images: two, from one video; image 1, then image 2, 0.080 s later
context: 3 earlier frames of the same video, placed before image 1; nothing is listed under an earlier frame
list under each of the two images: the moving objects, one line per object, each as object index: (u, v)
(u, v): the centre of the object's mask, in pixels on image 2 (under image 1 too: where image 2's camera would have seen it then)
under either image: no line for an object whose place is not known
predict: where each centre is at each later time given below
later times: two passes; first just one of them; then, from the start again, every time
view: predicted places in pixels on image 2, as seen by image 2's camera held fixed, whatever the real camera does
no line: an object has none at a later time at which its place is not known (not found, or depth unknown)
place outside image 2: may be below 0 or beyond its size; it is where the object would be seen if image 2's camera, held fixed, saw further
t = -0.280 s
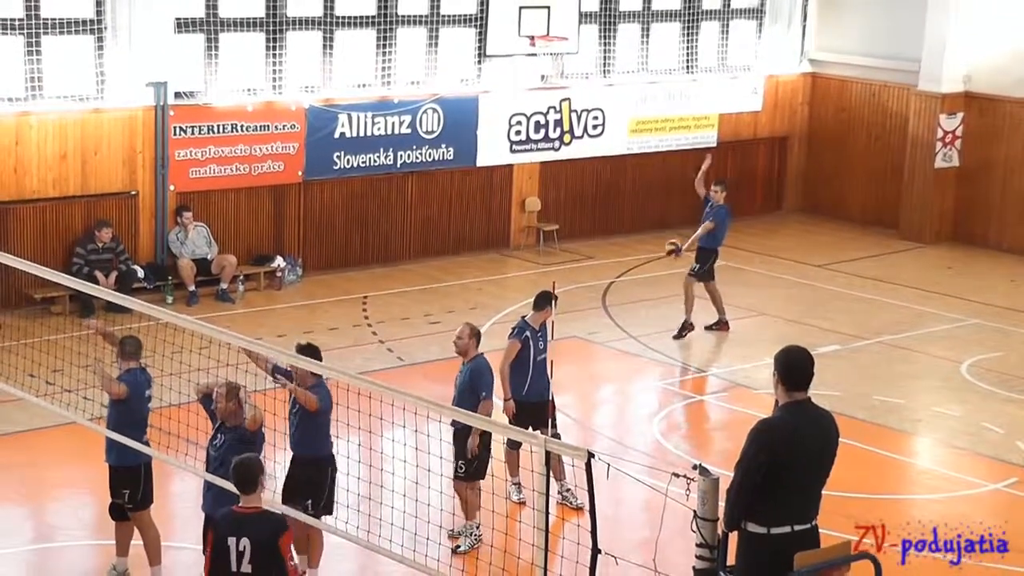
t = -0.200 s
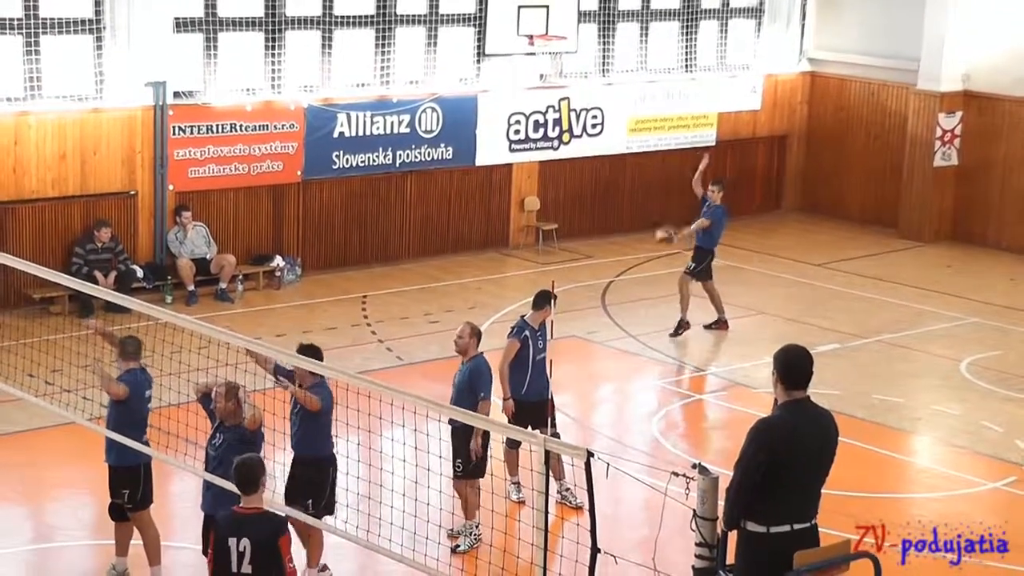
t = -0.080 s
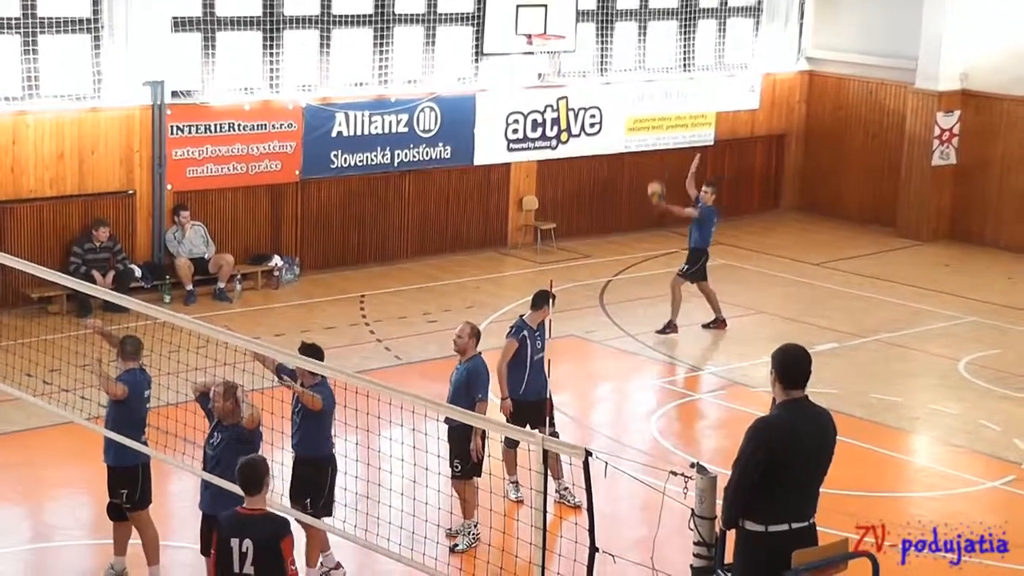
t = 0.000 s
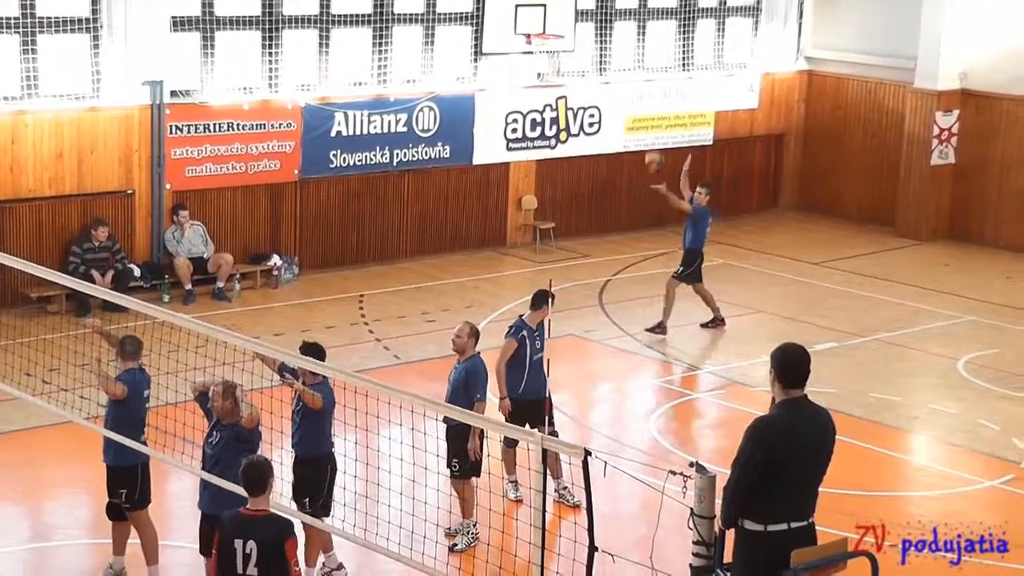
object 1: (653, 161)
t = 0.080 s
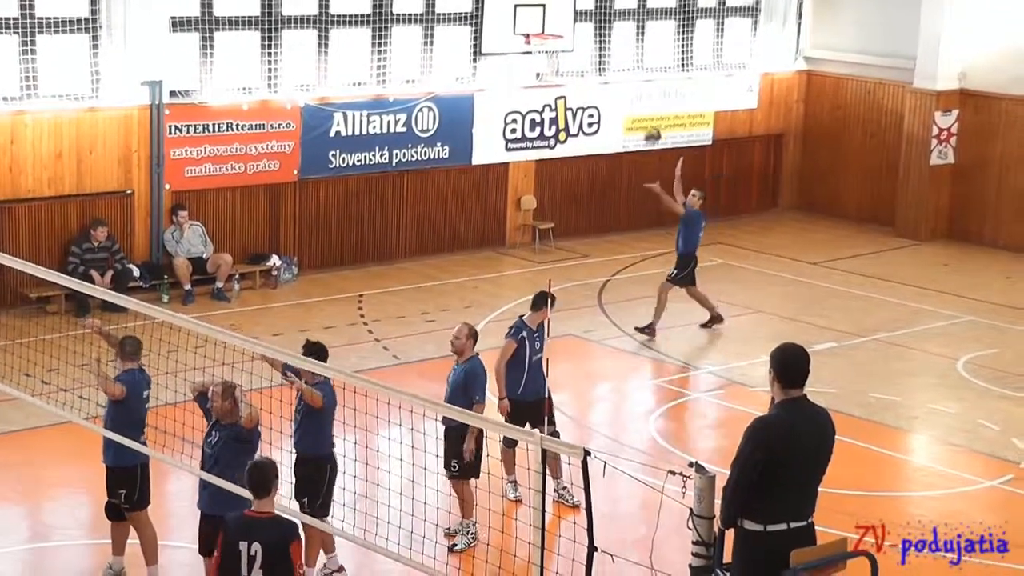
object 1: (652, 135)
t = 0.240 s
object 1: (649, 100)
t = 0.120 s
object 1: (652, 125)
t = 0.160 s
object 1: (650, 114)
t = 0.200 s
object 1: (650, 107)
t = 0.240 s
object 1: (649, 100)
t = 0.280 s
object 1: (647, 95)
